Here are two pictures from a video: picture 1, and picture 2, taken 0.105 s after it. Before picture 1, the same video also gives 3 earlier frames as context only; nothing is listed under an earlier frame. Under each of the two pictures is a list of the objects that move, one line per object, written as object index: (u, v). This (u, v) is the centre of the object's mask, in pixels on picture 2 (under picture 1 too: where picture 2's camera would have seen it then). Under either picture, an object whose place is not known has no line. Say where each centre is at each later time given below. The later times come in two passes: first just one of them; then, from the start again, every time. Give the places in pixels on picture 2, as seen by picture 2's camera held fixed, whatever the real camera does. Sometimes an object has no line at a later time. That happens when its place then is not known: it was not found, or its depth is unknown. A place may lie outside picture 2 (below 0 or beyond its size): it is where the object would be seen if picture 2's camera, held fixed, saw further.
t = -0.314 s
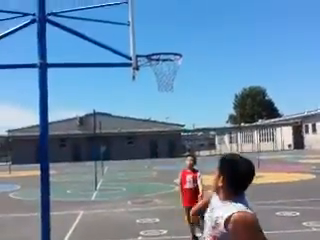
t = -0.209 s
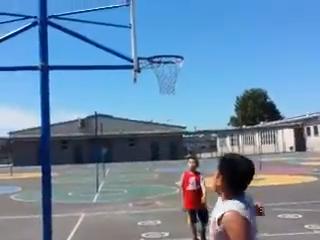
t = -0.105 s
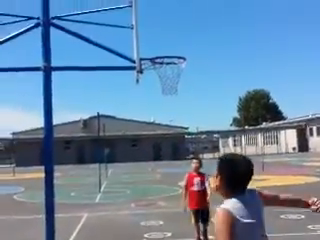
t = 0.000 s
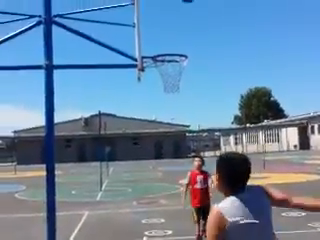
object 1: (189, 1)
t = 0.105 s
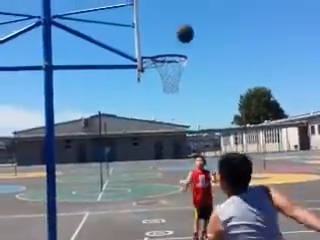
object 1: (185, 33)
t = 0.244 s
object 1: (185, 82)
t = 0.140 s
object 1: (185, 46)
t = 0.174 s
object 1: (186, 58)
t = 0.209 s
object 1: (186, 71)
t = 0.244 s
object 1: (185, 82)
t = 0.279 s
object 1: (184, 94)
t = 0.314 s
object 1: (183, 107)
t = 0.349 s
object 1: (183, 121)
